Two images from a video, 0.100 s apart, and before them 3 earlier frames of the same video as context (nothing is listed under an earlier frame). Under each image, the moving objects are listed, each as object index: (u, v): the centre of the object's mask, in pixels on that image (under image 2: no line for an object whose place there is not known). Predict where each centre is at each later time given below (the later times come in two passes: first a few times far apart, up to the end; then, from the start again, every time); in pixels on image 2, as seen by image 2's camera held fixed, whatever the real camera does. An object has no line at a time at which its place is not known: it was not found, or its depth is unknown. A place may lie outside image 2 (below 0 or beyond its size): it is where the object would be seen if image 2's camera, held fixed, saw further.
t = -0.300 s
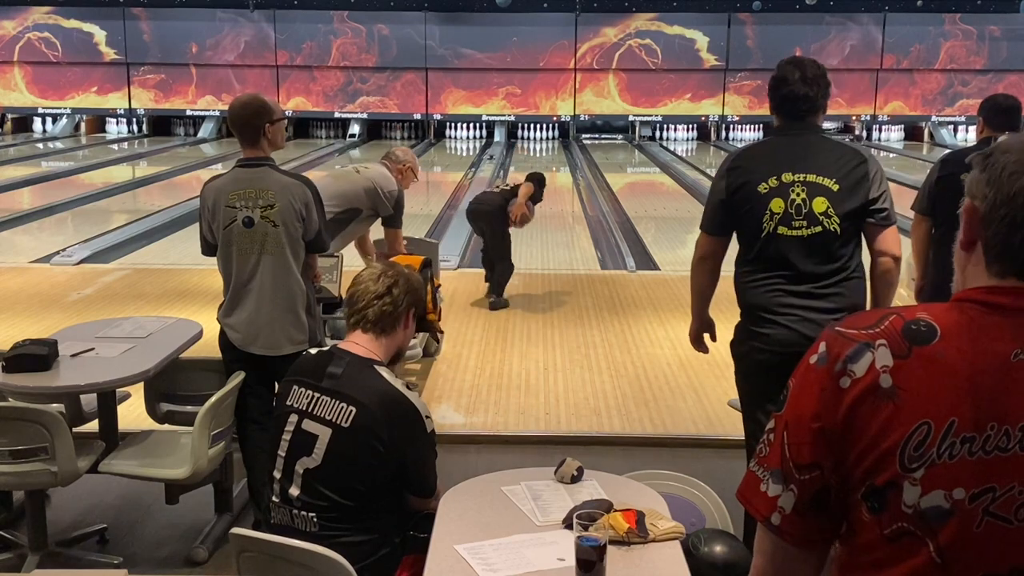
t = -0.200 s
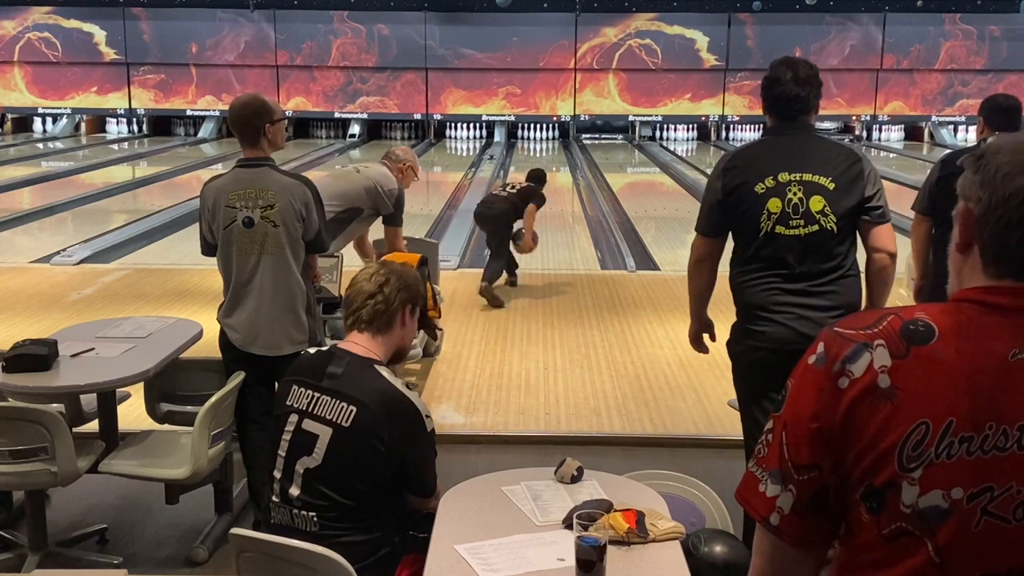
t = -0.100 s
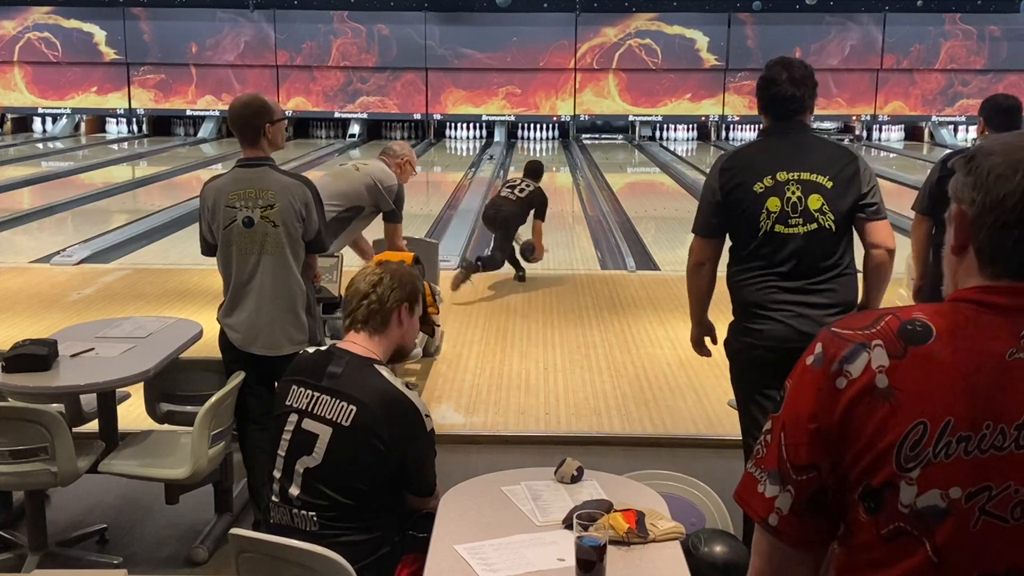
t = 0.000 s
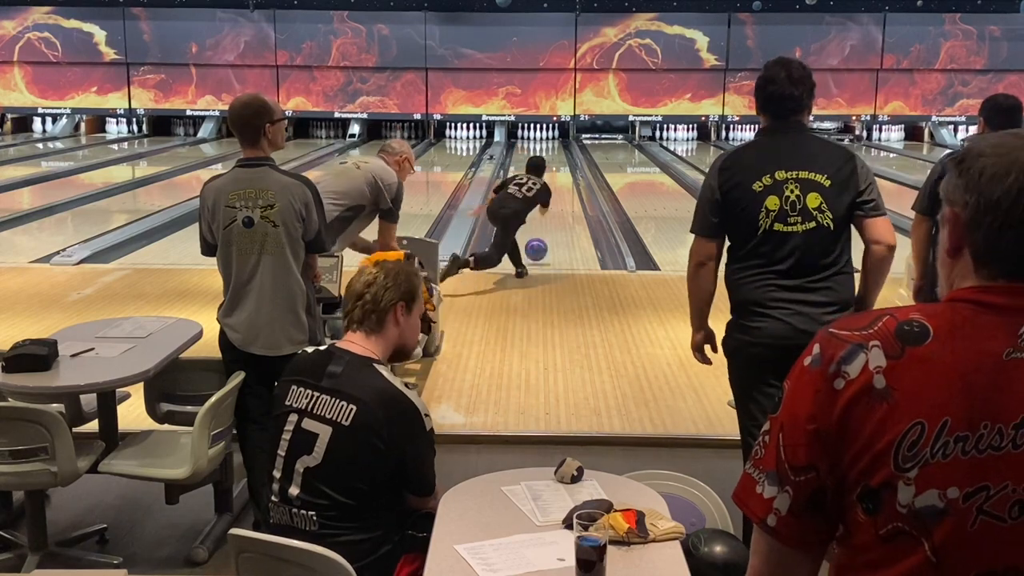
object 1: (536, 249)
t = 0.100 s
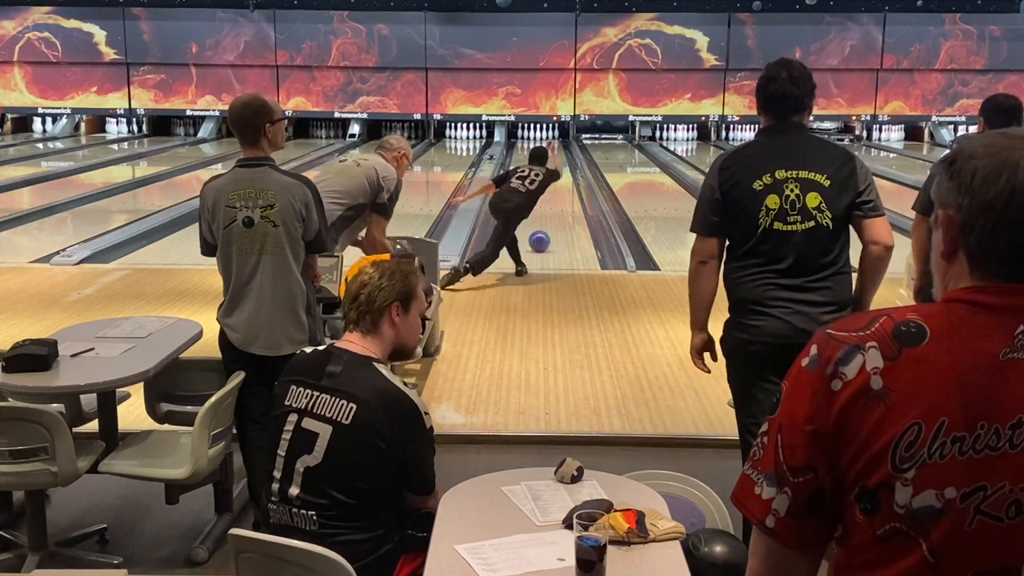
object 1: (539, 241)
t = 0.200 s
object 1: (542, 230)
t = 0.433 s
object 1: (547, 209)
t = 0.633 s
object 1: (551, 195)
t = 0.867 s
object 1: (554, 182)
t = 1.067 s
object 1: (556, 173)
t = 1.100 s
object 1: (556, 172)
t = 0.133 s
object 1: (540, 237)
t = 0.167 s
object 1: (541, 234)
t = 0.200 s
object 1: (542, 230)
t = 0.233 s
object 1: (543, 227)
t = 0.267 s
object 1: (543, 224)
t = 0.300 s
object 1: (545, 221)
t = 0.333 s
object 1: (545, 217)
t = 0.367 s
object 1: (546, 214)
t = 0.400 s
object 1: (547, 212)
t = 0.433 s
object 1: (547, 209)
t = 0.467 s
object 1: (548, 207)
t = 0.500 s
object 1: (549, 204)
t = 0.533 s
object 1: (549, 202)
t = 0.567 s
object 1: (550, 200)
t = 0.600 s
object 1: (550, 197)
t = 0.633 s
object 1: (551, 195)
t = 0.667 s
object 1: (551, 193)
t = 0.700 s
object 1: (552, 191)
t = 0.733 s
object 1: (552, 189)
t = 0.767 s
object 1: (552, 187)
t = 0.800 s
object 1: (553, 185)
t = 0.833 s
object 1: (553, 183)
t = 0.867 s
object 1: (554, 182)
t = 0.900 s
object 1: (554, 180)
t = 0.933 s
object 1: (554, 178)
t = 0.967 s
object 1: (554, 177)
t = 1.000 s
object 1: (555, 175)
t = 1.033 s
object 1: (555, 174)
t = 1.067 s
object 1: (556, 173)
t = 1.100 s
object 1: (556, 172)
